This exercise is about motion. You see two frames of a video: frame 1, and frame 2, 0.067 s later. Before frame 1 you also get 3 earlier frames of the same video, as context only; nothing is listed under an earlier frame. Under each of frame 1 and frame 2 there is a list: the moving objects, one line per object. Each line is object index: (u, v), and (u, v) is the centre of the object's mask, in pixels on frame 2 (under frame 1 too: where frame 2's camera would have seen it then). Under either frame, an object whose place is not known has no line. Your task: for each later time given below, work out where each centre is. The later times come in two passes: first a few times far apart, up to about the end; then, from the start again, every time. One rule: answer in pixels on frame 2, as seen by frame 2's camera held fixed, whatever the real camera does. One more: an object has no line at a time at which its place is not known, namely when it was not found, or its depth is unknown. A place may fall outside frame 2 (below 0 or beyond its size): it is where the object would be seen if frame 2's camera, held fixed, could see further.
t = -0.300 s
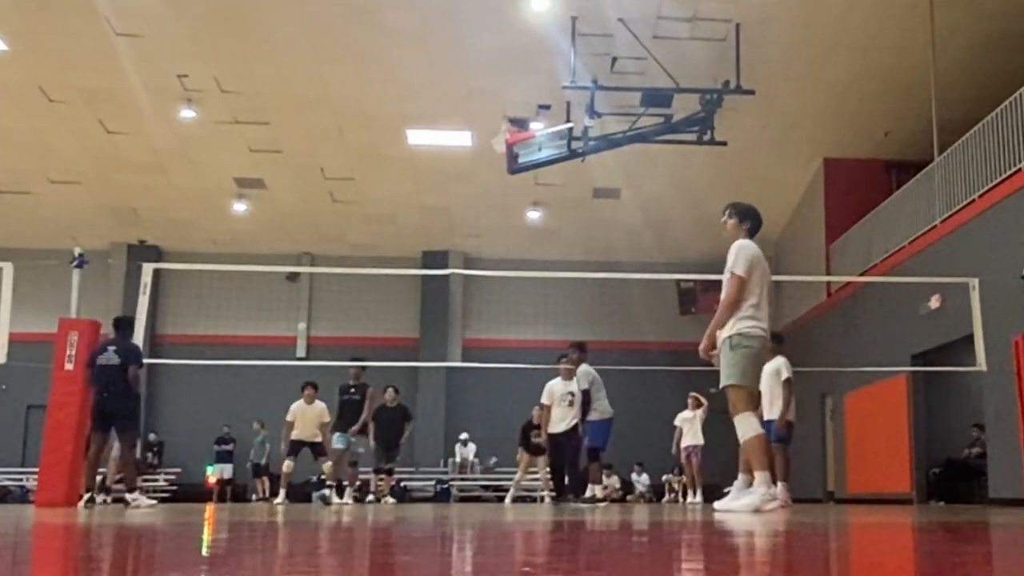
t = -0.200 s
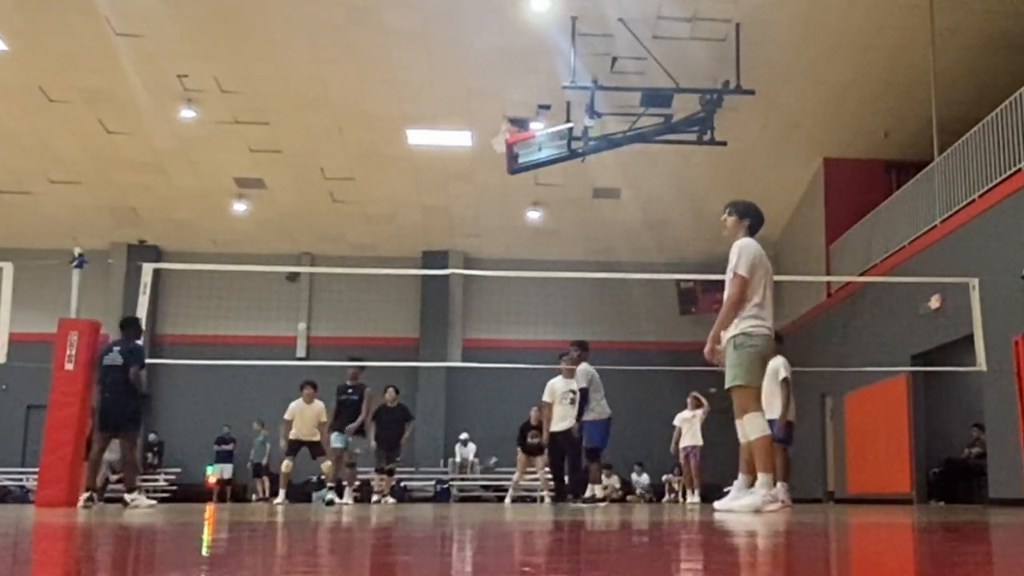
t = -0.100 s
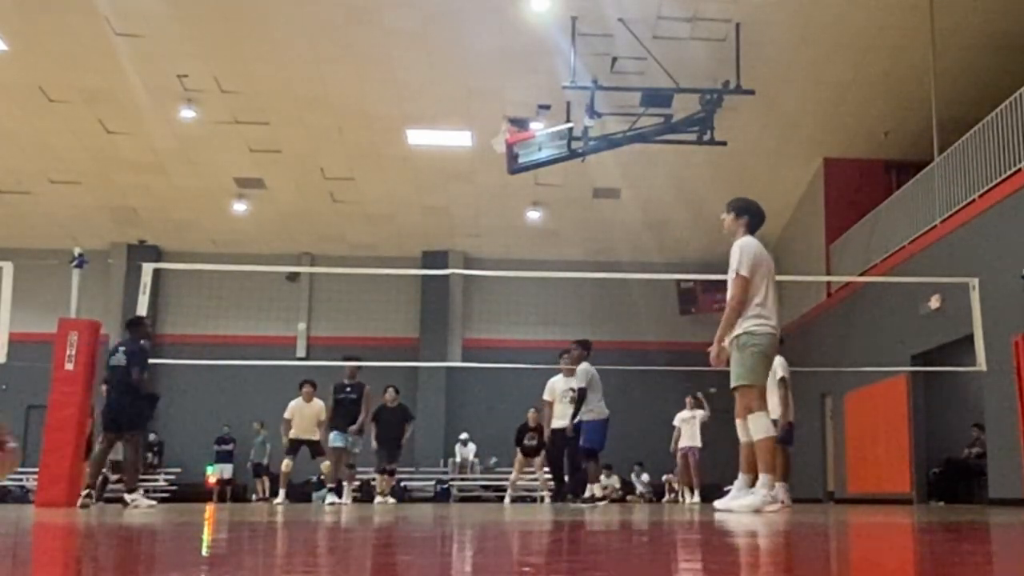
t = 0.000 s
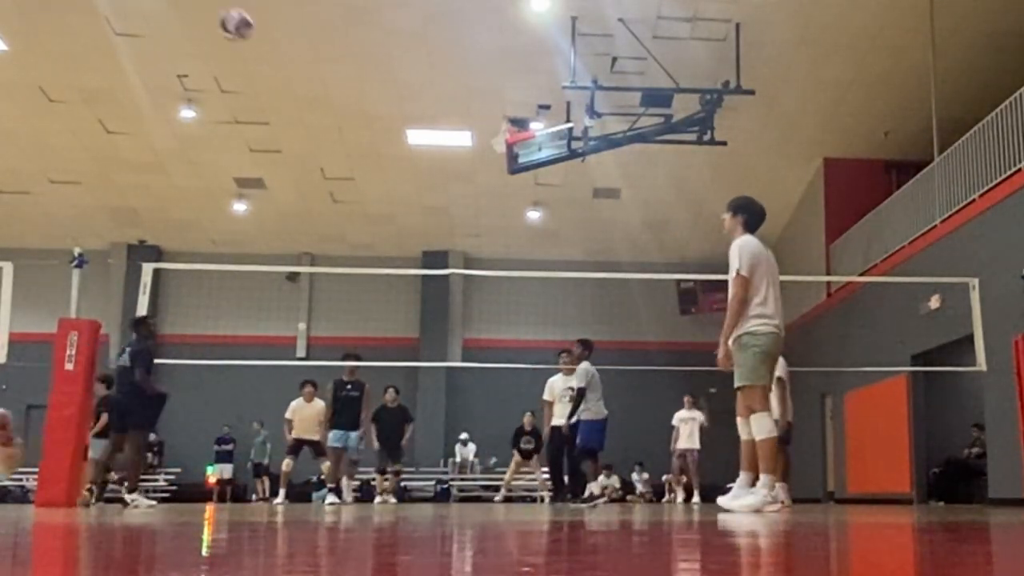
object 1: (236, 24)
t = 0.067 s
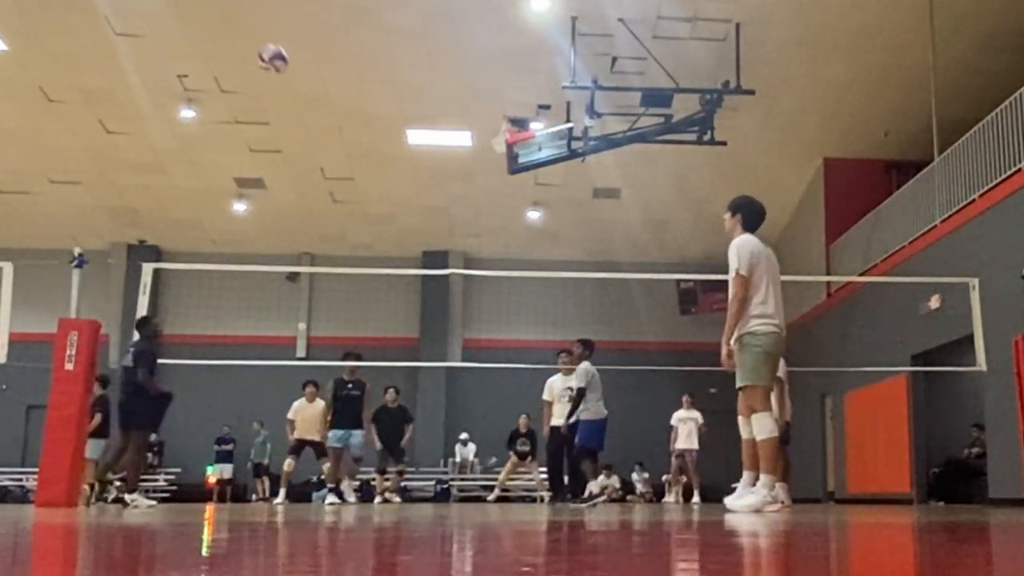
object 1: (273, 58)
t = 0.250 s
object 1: (337, 149)
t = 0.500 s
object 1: (382, 259)
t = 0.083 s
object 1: (281, 66)
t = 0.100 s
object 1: (288, 74)
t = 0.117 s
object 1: (295, 83)
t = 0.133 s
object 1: (302, 92)
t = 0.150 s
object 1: (307, 100)
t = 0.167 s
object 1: (313, 108)
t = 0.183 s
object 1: (318, 116)
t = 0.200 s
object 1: (323, 125)
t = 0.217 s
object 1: (328, 133)
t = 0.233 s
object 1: (333, 140)
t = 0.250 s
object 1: (337, 149)
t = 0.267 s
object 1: (341, 157)
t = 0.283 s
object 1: (344, 165)
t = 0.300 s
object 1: (348, 171)
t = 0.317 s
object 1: (351, 179)
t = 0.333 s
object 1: (354, 187)
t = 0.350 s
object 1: (358, 194)
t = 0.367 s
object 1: (361, 201)
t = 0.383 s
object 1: (364, 209)
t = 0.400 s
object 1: (368, 216)
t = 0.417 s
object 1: (370, 223)
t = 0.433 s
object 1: (373, 230)
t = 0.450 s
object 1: (375, 238)
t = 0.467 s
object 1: (378, 245)
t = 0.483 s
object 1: (380, 251)
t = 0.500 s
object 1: (382, 259)
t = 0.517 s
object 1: (385, 263)
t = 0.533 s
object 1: (388, 270)
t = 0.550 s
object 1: (388, 279)
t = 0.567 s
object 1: (390, 284)
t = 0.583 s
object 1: (392, 291)
